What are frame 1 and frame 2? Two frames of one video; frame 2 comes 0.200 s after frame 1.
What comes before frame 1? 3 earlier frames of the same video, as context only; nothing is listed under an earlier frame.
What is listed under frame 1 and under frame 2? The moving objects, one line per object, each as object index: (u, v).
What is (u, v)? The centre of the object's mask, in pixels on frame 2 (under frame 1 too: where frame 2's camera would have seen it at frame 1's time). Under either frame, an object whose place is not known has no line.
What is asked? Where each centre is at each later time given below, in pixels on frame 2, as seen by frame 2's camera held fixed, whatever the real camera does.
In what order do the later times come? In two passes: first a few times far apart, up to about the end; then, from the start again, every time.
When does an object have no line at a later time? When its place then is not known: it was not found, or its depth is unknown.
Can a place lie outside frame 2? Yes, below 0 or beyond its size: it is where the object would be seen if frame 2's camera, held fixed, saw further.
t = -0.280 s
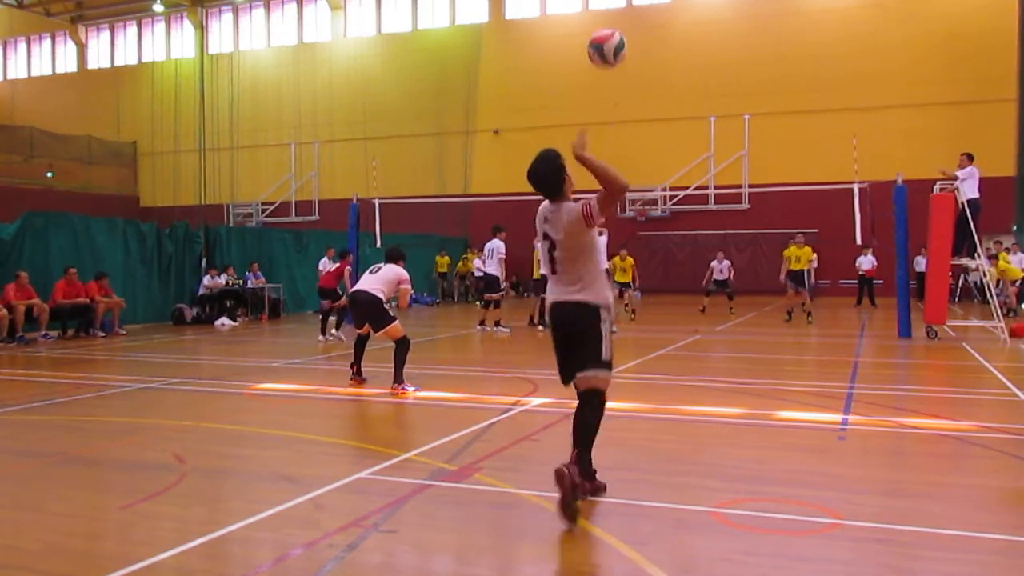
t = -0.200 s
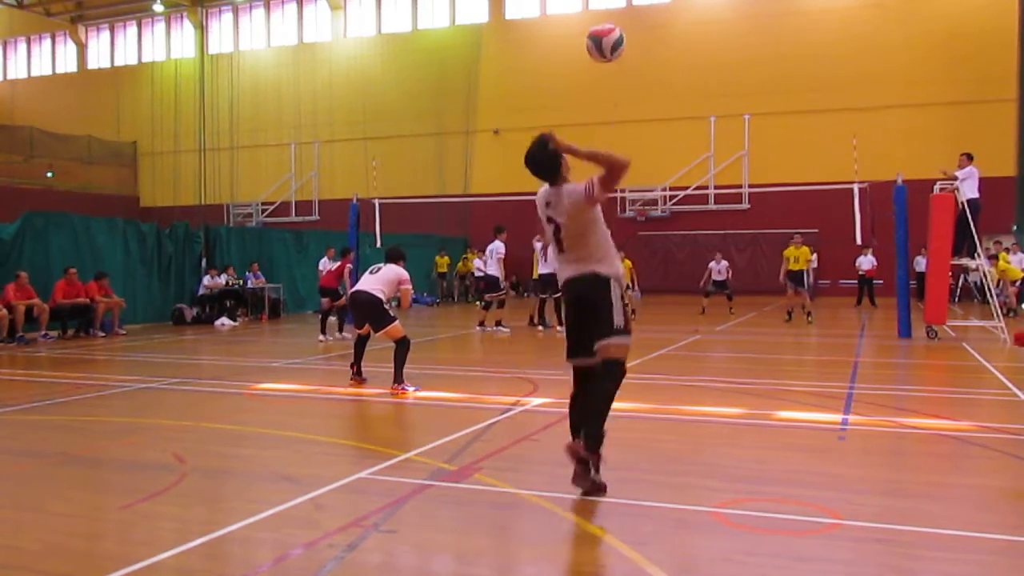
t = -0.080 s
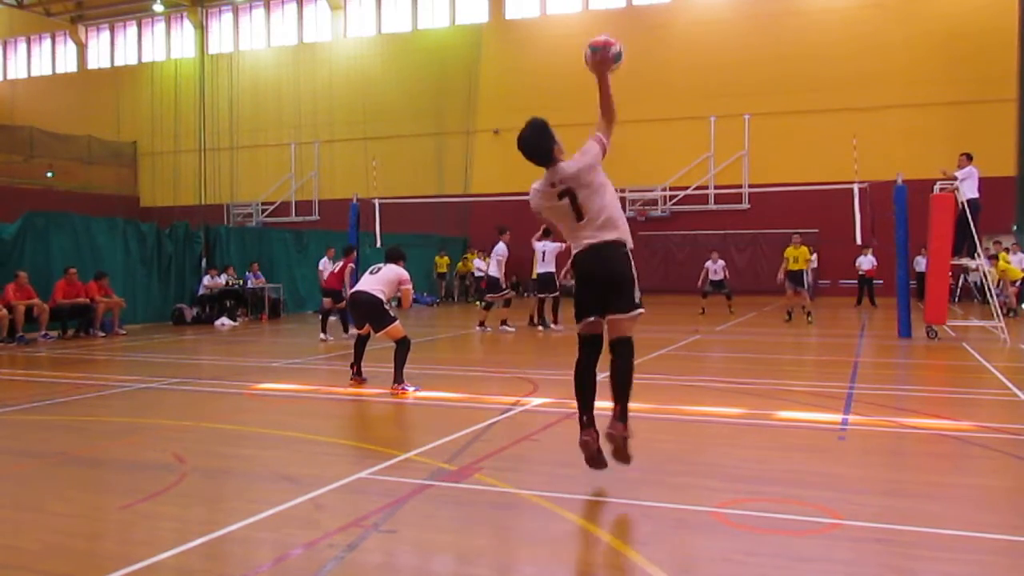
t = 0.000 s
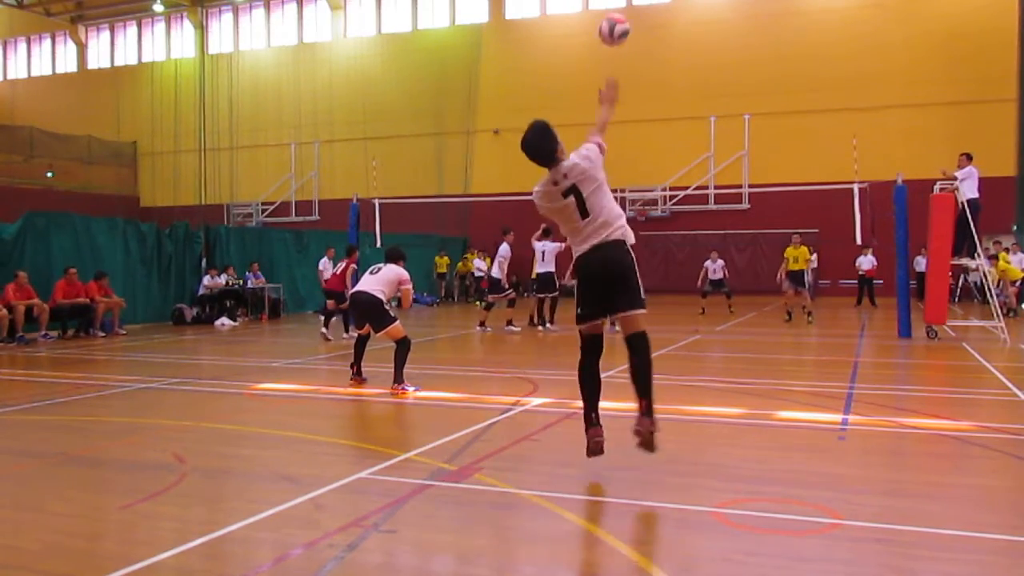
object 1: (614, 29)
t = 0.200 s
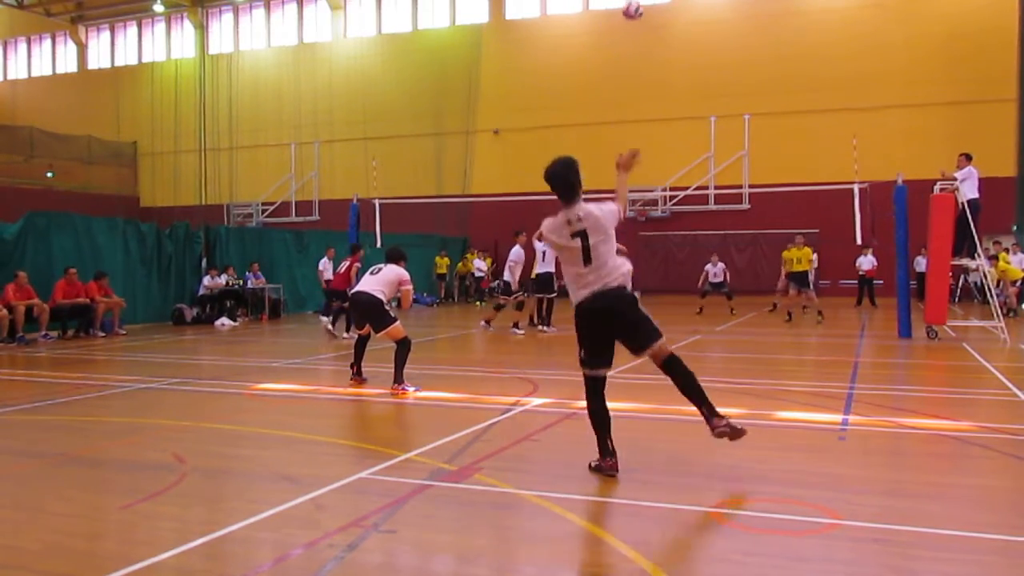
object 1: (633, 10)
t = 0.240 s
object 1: (635, 11)
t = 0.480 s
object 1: (643, 38)
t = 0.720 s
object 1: (640, 79)
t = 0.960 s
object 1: (636, 129)
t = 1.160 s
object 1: (635, 177)
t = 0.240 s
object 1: (635, 11)
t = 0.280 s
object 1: (638, 14)
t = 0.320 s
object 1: (641, 17)
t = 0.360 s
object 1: (642, 21)
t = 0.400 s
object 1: (642, 27)
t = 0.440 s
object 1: (643, 33)
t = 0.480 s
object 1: (643, 38)
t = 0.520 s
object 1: (643, 45)
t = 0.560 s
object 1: (642, 51)
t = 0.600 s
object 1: (641, 58)
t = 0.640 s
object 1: (641, 64)
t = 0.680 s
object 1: (640, 72)
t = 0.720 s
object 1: (640, 79)
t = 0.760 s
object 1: (640, 87)
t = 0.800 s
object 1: (639, 95)
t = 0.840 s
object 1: (639, 103)
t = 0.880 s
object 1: (638, 111)
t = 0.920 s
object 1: (636, 121)
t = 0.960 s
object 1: (636, 129)
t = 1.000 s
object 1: (636, 138)
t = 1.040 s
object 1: (635, 147)
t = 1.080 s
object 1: (635, 158)
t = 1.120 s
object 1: (636, 167)
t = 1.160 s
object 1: (635, 177)
